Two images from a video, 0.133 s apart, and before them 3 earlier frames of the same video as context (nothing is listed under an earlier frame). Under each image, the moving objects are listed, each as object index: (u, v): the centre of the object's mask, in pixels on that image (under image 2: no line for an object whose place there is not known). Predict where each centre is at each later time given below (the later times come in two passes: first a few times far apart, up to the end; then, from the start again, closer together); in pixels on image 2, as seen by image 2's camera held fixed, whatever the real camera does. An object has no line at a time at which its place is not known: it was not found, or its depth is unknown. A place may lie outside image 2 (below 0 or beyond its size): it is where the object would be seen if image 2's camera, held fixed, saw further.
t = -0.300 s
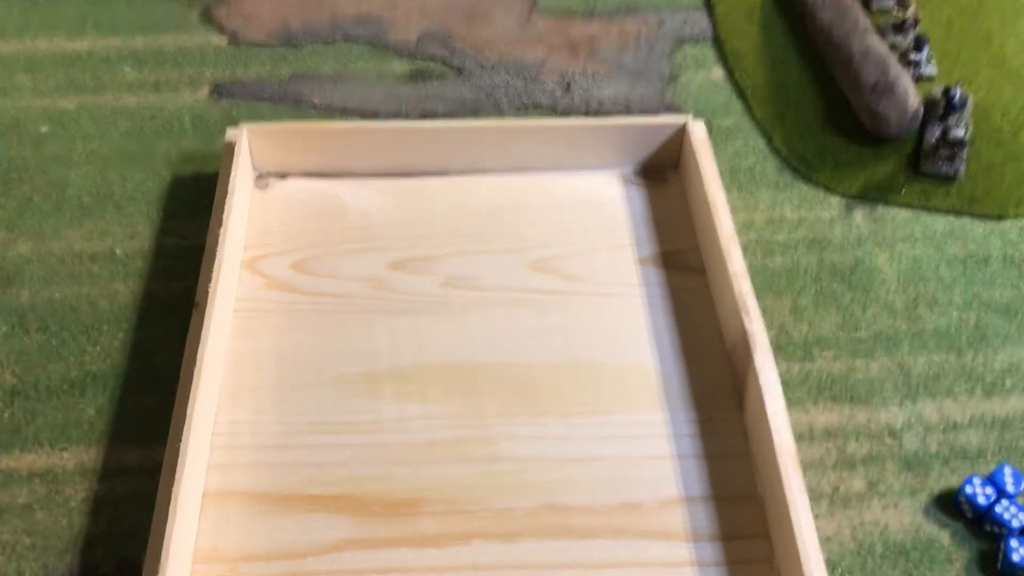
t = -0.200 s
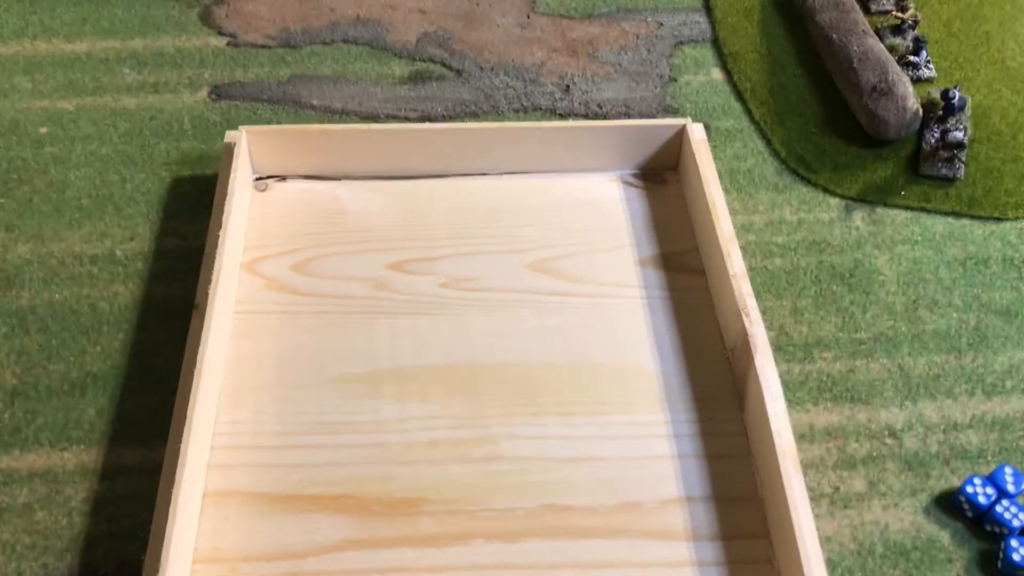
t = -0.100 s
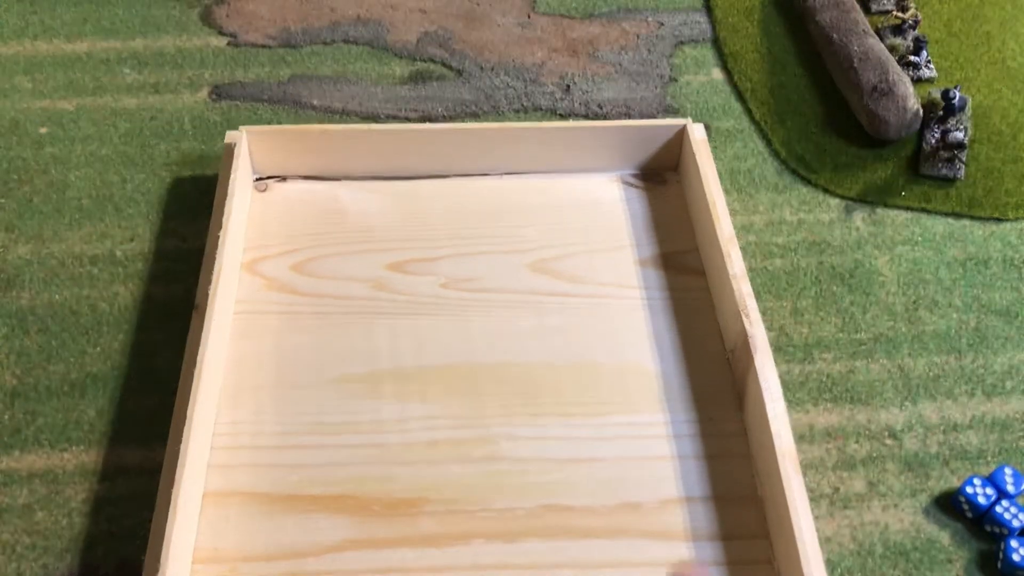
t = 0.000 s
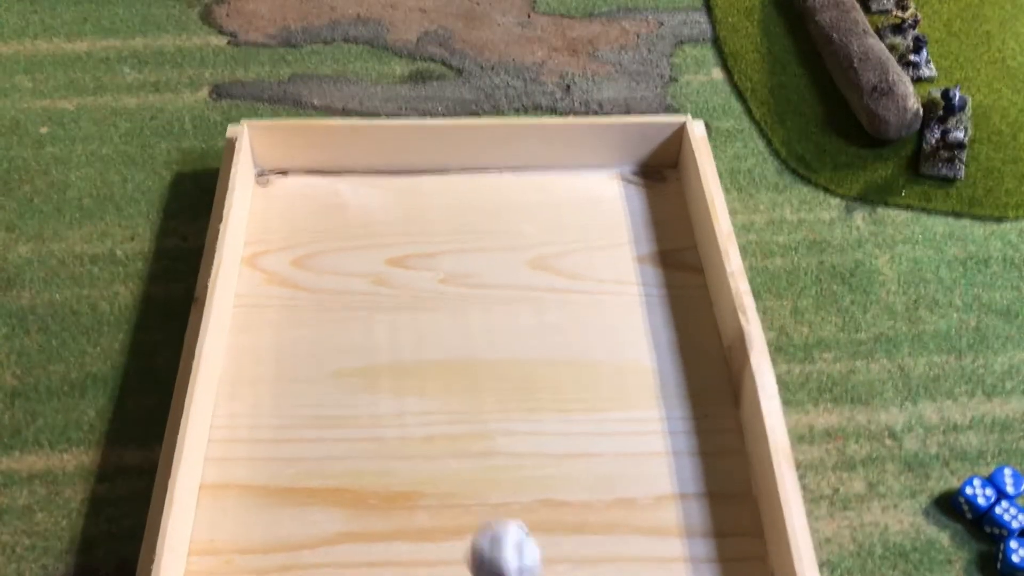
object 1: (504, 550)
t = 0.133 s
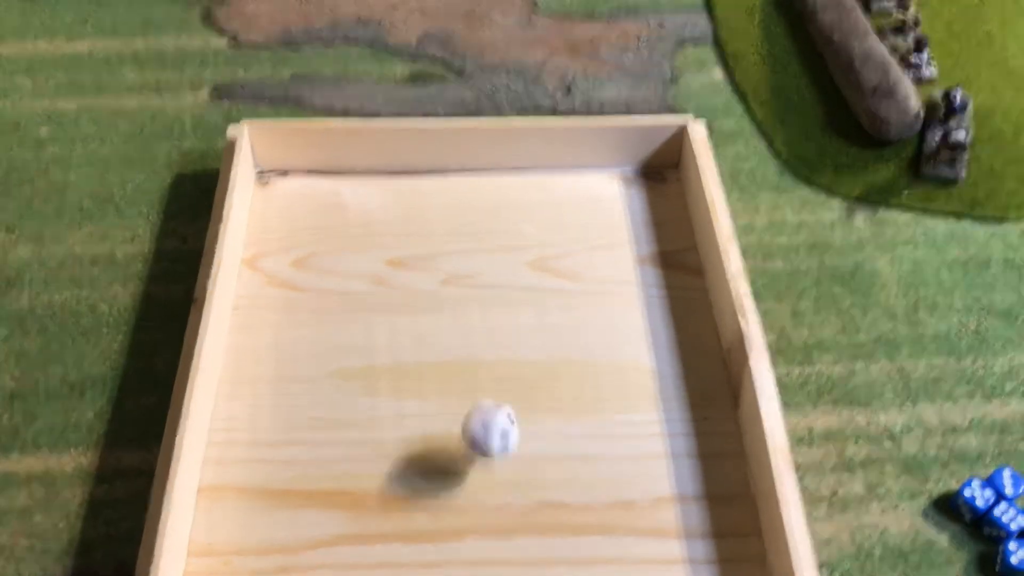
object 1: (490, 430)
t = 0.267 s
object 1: (509, 302)
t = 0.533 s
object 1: (504, 173)
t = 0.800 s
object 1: (496, 184)
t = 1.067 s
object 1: (496, 184)
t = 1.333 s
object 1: (496, 184)
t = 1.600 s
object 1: (496, 184)
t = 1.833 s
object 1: (496, 184)
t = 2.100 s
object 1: (496, 184)
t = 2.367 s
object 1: (496, 184)
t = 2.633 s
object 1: (496, 184)
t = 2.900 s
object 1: (496, 184)
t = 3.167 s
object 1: (496, 184)
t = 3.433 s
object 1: (496, 184)
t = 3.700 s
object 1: (496, 184)
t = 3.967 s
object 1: (496, 184)
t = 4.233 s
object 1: (496, 184)
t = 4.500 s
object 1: (496, 184)
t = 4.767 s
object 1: (496, 184)
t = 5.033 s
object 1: (496, 184)
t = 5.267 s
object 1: (496, 184)
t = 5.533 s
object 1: (496, 184)
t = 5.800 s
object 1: (496, 184)
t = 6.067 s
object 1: (496, 184)
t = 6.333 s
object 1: (496, 184)
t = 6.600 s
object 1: (496, 184)
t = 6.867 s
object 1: (496, 184)
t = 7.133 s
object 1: (496, 184)
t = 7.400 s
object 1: (496, 184)
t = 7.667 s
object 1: (496, 184)
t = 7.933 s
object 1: (496, 184)
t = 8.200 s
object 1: (496, 184)
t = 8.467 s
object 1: (496, 184)
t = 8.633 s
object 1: (496, 184)
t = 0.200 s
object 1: (498, 364)
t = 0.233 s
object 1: (505, 332)
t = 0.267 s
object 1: (509, 302)
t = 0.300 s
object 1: (511, 275)
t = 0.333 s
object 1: (515, 251)
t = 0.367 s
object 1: (518, 233)
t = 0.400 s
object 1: (521, 215)
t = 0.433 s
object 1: (520, 200)
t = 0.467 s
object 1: (517, 185)
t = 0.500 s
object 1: (511, 172)
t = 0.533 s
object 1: (504, 173)
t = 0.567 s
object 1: (499, 176)
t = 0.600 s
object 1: (497, 178)
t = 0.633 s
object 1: (495, 179)
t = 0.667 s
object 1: (495, 180)
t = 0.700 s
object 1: (495, 183)
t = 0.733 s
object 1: (496, 184)
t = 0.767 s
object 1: (496, 184)
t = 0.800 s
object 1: (496, 184)
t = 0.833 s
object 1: (496, 184)
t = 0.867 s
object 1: (496, 184)
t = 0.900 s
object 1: (496, 184)
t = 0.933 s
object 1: (496, 184)
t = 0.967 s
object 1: (496, 184)
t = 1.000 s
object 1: (496, 184)
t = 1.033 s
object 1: (496, 184)
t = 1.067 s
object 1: (496, 184)
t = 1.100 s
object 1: (496, 184)
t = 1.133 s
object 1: (496, 184)
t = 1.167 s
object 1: (496, 184)
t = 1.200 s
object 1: (496, 184)
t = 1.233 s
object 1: (496, 184)
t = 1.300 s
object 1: (496, 184)
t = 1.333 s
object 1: (496, 184)
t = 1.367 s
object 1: (496, 184)
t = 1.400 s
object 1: (496, 184)
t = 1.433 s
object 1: (496, 184)
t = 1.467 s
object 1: (496, 184)
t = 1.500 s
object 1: (496, 184)
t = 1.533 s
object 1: (496, 184)
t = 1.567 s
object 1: (496, 184)
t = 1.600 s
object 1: (496, 184)
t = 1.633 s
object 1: (496, 184)
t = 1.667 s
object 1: (496, 184)
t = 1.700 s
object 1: (496, 184)
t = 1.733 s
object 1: (496, 184)
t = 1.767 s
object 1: (496, 184)
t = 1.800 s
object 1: (496, 184)
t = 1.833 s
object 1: (496, 184)
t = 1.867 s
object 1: (496, 184)
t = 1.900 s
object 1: (496, 184)
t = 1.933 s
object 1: (496, 184)
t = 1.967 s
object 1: (496, 184)
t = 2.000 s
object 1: (496, 184)
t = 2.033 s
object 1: (496, 184)
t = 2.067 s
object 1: (496, 184)
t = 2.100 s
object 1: (496, 184)
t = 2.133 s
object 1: (496, 184)
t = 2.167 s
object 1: (496, 184)
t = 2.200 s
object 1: (496, 184)
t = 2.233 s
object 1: (496, 184)
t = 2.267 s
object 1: (496, 184)
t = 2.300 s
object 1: (496, 184)
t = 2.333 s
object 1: (496, 184)
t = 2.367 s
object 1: (496, 184)
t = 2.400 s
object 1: (496, 184)
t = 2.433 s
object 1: (496, 184)
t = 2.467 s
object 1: (496, 184)
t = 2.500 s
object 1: (496, 184)
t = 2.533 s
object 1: (496, 184)
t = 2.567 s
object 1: (496, 184)
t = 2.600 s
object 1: (496, 184)
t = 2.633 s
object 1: (496, 184)
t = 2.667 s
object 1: (496, 184)
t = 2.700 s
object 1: (496, 184)
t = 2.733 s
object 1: (496, 184)
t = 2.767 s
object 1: (496, 184)
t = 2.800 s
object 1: (496, 184)
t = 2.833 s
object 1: (496, 184)
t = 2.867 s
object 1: (496, 184)
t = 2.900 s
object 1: (496, 184)
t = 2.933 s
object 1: (496, 184)
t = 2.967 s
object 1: (496, 184)
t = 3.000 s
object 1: (496, 184)
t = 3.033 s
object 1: (496, 184)
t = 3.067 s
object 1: (496, 184)
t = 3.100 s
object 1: (496, 184)
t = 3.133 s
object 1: (496, 184)
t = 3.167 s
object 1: (496, 184)
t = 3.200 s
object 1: (496, 184)
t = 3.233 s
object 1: (496, 184)
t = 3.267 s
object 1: (496, 184)
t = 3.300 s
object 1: (496, 184)
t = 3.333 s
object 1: (496, 184)
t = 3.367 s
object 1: (496, 184)
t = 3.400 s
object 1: (496, 184)
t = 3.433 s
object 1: (496, 184)
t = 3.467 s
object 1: (496, 184)
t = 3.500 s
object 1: (496, 184)
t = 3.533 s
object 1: (496, 184)
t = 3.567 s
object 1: (496, 184)
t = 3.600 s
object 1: (496, 184)
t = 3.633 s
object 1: (496, 184)
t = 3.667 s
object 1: (496, 184)
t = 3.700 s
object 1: (496, 184)
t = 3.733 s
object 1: (496, 184)
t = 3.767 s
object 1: (496, 184)
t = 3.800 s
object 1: (496, 184)
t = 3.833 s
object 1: (496, 184)
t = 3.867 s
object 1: (496, 184)
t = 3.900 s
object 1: (496, 184)
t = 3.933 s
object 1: (496, 184)
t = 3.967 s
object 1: (496, 184)
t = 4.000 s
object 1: (496, 184)
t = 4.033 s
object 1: (496, 184)
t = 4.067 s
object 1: (496, 184)
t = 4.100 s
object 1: (496, 184)
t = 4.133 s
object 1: (496, 184)
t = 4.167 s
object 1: (496, 184)
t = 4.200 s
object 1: (496, 184)
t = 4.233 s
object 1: (496, 184)
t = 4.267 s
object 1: (496, 184)
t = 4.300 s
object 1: (496, 184)
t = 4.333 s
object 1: (496, 184)
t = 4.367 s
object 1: (496, 184)
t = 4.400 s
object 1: (496, 184)
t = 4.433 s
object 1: (496, 184)
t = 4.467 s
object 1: (496, 184)
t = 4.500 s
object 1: (496, 184)
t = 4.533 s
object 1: (496, 184)
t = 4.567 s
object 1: (496, 184)
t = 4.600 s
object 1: (496, 184)
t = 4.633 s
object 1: (496, 184)
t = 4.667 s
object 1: (496, 184)
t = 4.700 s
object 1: (496, 184)
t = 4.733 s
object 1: (496, 184)
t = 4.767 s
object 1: (496, 184)
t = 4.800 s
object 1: (496, 184)
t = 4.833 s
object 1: (496, 184)
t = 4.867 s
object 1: (496, 184)
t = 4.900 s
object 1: (496, 184)
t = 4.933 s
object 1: (496, 184)
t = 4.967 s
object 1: (496, 184)
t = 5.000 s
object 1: (496, 184)
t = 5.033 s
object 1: (496, 184)
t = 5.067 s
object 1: (496, 184)
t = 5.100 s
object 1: (496, 184)
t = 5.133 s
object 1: (496, 184)
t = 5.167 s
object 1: (496, 184)
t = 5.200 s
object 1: (496, 184)
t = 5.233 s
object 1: (496, 184)
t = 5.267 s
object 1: (496, 184)
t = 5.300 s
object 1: (496, 184)
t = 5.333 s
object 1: (496, 184)
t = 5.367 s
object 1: (496, 184)
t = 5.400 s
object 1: (496, 184)
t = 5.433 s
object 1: (496, 184)
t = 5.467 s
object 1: (496, 184)
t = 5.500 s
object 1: (496, 184)
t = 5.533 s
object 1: (496, 184)
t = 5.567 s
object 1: (496, 184)
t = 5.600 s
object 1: (496, 184)
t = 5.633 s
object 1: (496, 184)
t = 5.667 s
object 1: (496, 184)
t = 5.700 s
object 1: (496, 184)
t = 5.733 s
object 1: (496, 184)
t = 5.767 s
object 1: (496, 184)
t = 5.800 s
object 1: (496, 184)
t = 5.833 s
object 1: (496, 184)
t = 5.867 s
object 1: (496, 184)
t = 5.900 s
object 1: (496, 184)
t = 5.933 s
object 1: (496, 184)
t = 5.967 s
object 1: (496, 184)
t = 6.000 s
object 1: (496, 184)
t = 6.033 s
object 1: (496, 184)
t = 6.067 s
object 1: (496, 184)
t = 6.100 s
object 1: (496, 184)
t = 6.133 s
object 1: (496, 184)
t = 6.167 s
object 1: (496, 184)
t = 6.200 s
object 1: (496, 184)
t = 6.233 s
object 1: (496, 184)
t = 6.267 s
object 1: (496, 184)
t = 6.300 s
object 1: (496, 184)
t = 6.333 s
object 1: (496, 184)
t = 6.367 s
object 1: (496, 184)
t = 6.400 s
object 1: (496, 184)
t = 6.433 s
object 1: (496, 184)
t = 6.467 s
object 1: (496, 184)
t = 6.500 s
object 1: (496, 184)
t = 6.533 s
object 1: (496, 184)
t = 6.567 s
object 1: (496, 184)
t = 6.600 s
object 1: (496, 184)
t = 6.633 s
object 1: (496, 184)
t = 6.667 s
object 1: (496, 184)
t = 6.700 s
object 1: (496, 184)
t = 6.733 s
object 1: (496, 184)
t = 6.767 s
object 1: (496, 184)
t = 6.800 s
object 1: (496, 184)
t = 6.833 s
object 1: (496, 184)
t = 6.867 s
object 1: (496, 184)
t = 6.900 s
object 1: (496, 184)
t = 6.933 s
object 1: (496, 184)
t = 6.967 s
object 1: (496, 184)
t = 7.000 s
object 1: (496, 184)
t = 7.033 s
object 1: (496, 184)
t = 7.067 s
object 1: (496, 184)
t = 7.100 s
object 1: (496, 184)
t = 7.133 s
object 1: (496, 184)
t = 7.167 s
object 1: (496, 184)
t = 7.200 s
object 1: (496, 184)
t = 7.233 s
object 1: (496, 184)
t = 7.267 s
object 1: (496, 184)
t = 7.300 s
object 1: (496, 184)
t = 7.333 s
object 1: (496, 184)
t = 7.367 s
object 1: (496, 184)
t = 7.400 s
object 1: (496, 184)
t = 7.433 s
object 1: (496, 184)
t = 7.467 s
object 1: (496, 184)
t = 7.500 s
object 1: (496, 184)
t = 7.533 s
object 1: (496, 184)
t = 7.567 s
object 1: (496, 184)
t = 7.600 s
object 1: (496, 184)
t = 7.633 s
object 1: (496, 184)
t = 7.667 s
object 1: (496, 184)
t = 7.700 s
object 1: (496, 184)
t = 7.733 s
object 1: (496, 184)
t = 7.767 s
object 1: (496, 184)
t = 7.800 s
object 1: (496, 184)
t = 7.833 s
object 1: (496, 184)
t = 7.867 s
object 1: (496, 184)
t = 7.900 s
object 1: (496, 184)
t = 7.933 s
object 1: (496, 184)
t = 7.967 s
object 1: (496, 184)
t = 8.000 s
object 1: (496, 184)
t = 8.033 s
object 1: (496, 184)
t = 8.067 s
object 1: (496, 184)
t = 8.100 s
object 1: (496, 184)
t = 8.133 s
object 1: (496, 184)
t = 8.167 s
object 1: (496, 184)
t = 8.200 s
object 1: (496, 184)
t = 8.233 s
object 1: (496, 184)
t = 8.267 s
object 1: (496, 184)
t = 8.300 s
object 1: (496, 184)
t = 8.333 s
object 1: (496, 184)
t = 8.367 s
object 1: (496, 184)
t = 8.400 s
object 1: (496, 184)
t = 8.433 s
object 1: (496, 184)
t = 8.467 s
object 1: (496, 184)
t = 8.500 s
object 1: (496, 184)
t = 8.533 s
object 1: (496, 184)
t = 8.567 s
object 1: (496, 184)
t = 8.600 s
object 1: (496, 184)
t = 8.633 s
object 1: (496, 184)
